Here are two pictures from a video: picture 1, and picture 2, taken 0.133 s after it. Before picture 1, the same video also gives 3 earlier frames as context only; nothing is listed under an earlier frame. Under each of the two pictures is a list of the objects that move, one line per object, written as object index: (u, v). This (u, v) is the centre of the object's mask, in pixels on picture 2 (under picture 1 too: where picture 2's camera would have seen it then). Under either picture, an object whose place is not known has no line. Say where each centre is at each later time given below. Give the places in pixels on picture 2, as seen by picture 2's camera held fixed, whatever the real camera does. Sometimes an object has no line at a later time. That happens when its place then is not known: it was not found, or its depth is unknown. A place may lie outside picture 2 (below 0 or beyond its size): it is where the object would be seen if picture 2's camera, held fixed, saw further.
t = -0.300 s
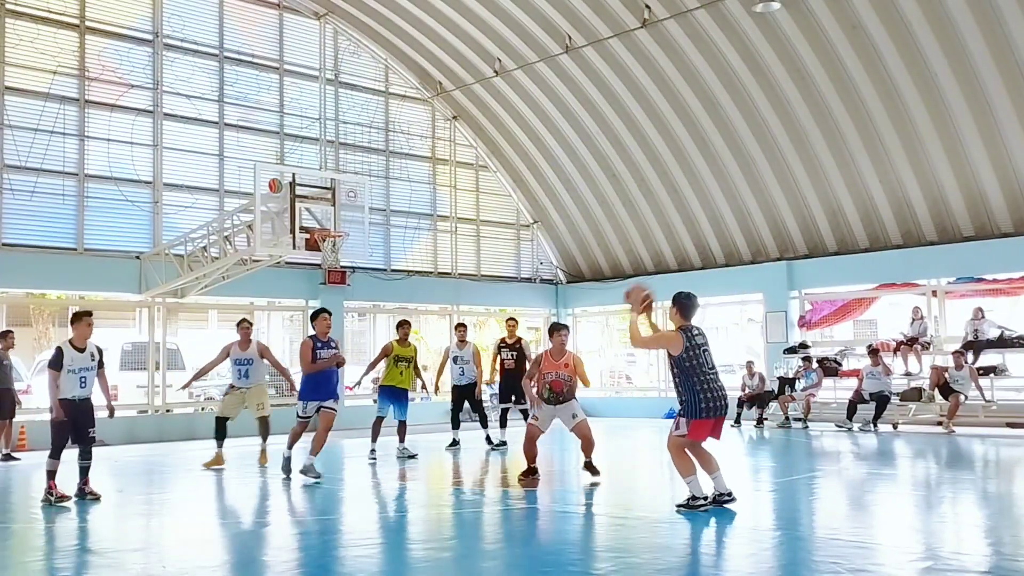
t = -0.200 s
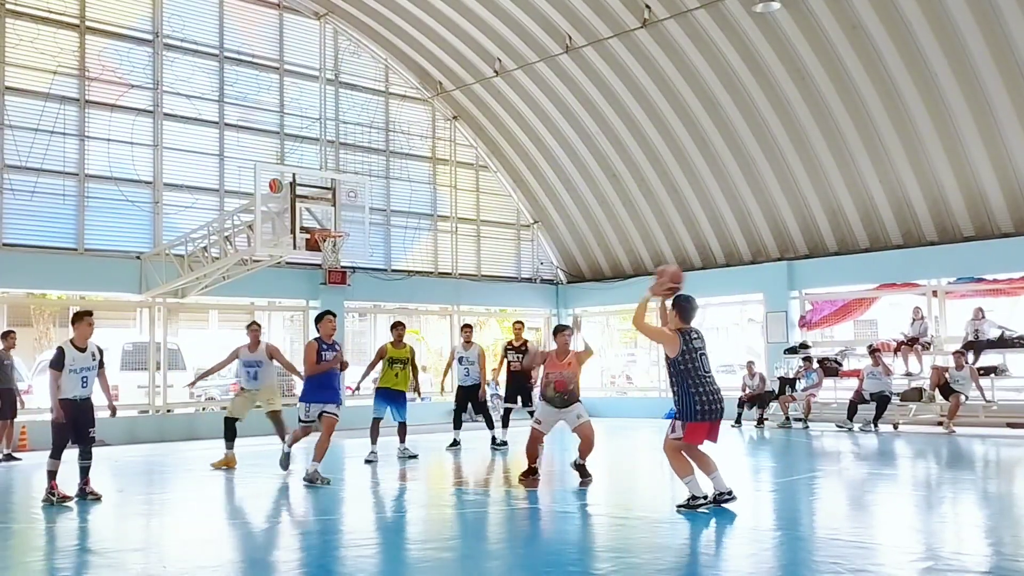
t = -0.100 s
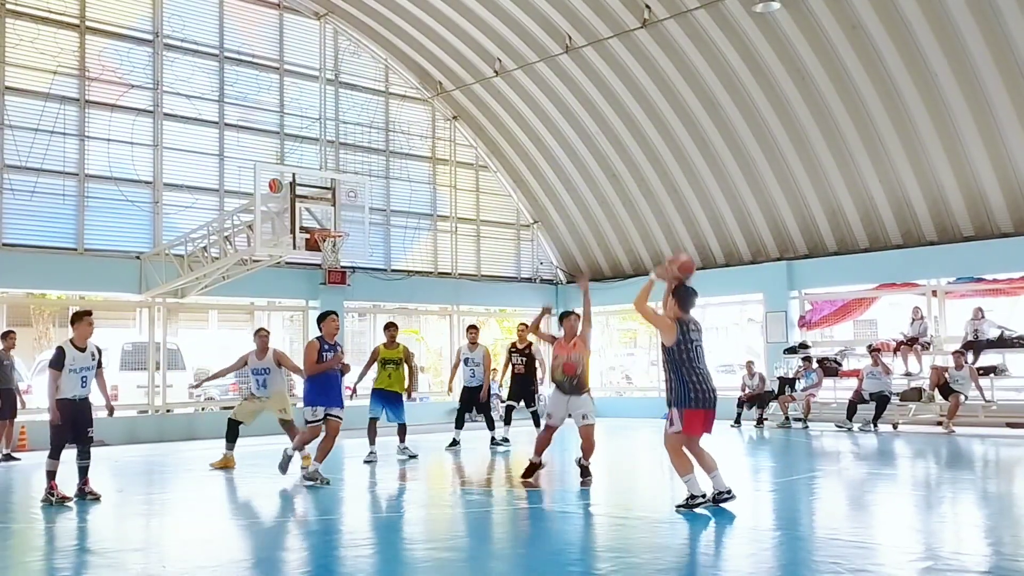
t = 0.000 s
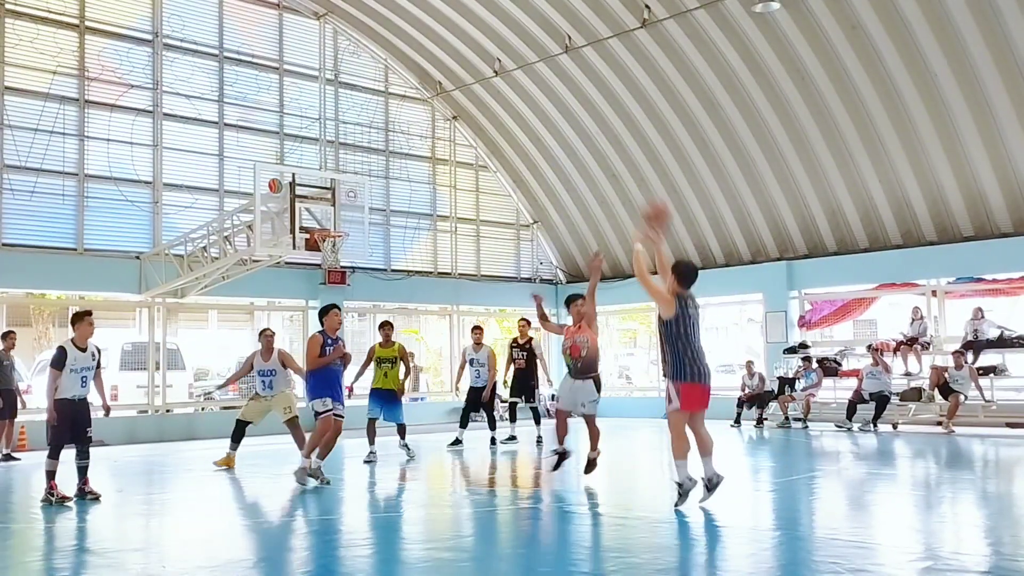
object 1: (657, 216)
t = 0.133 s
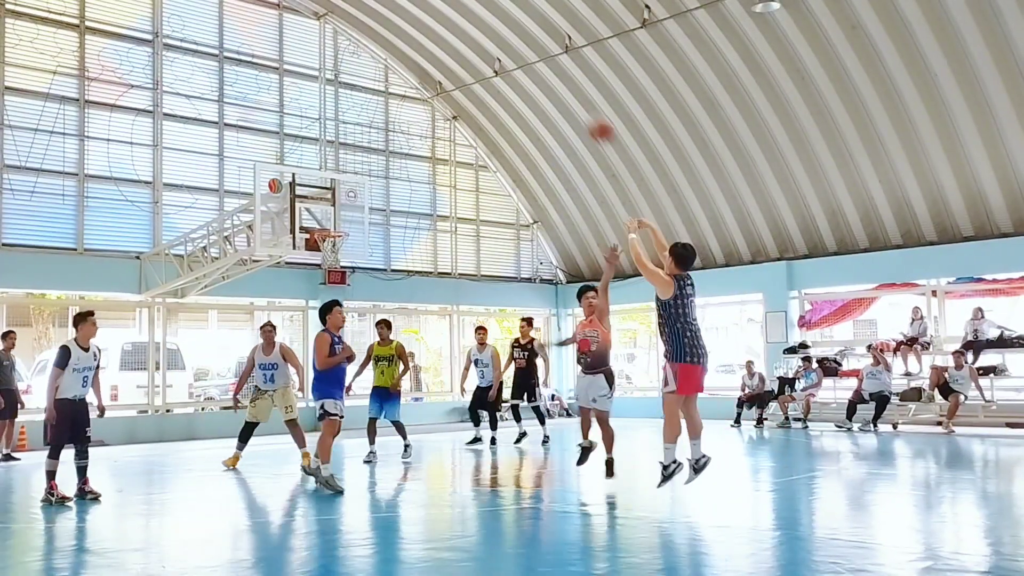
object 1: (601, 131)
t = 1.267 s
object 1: (362, 208)
